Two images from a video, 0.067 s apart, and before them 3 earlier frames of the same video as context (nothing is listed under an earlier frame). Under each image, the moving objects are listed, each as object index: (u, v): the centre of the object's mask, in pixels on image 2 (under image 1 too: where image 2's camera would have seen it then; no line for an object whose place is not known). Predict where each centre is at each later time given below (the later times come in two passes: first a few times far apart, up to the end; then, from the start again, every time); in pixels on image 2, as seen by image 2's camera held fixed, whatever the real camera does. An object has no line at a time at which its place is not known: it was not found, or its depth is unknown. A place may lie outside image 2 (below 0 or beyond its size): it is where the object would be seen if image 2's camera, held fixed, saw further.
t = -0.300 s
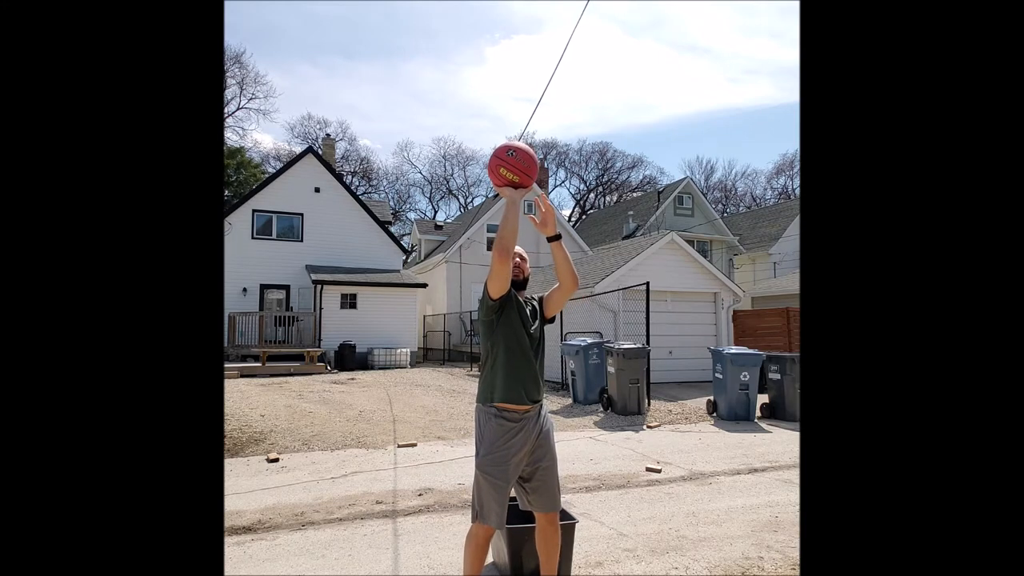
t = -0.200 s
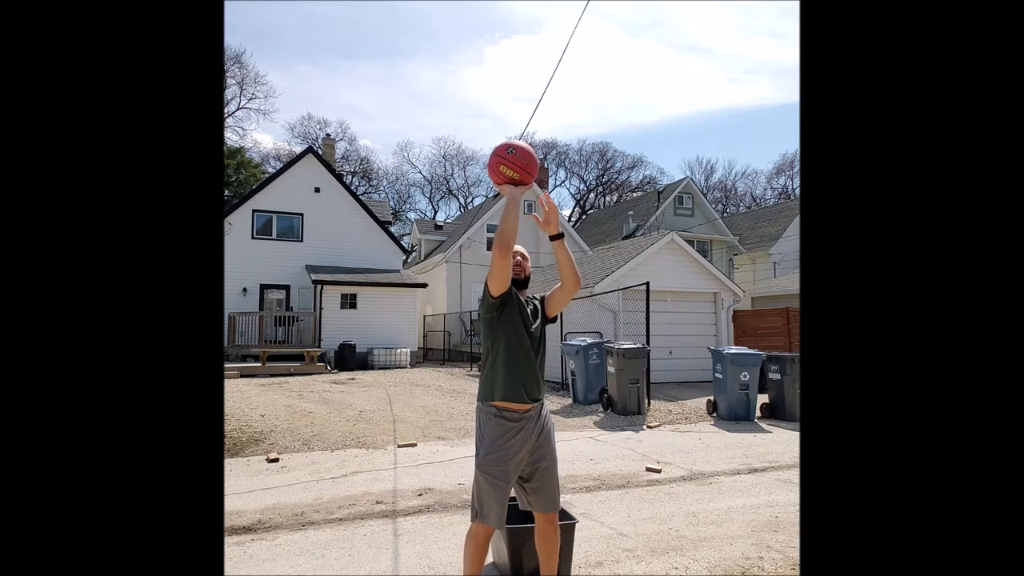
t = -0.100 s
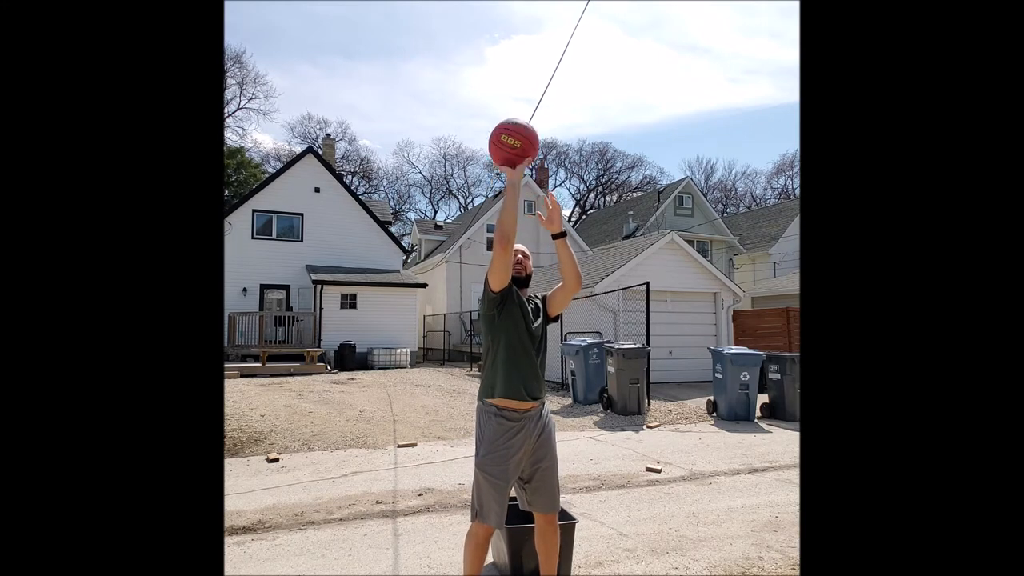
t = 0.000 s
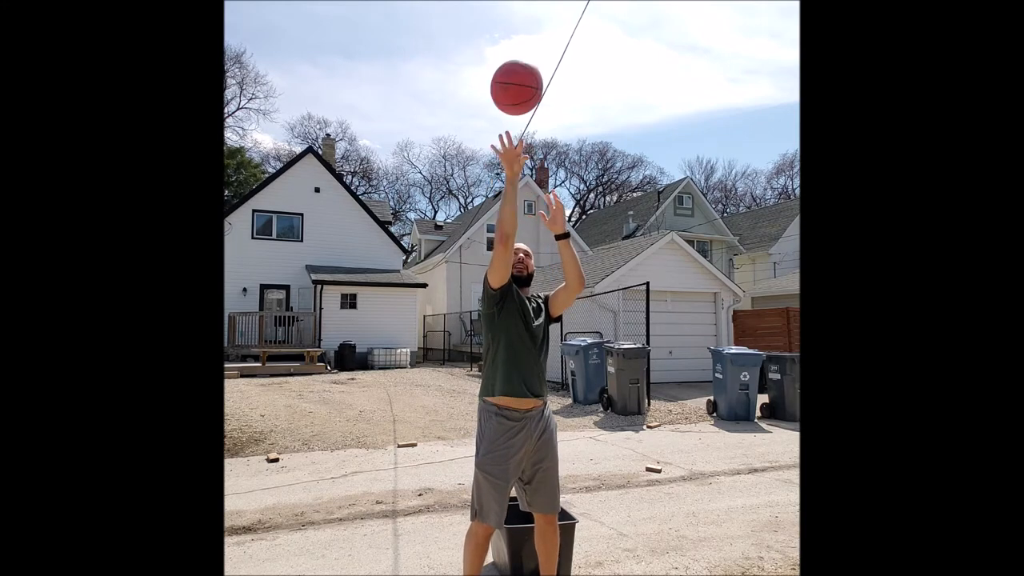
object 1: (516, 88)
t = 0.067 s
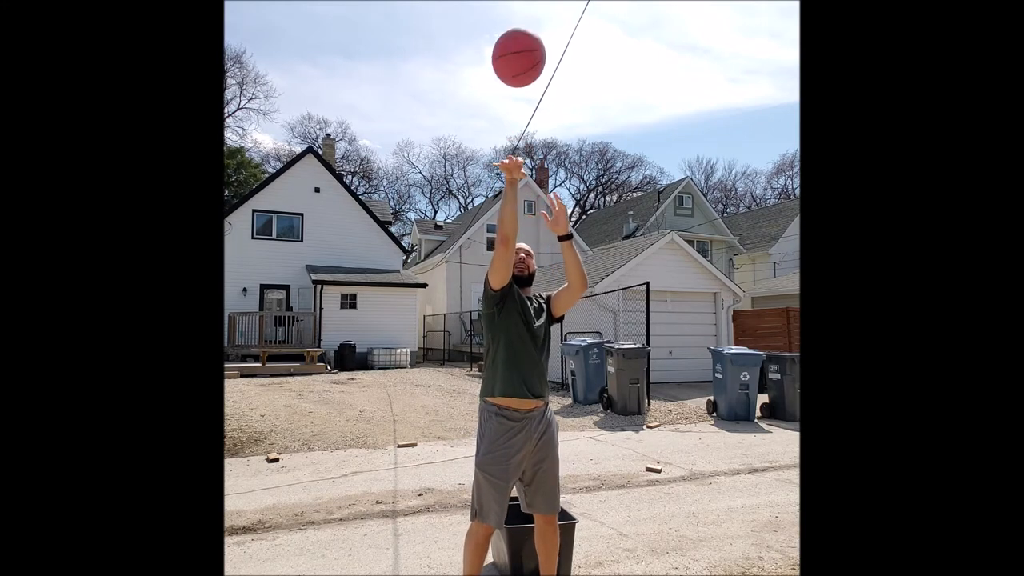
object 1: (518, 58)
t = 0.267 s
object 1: (525, 27)
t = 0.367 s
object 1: (529, 46)
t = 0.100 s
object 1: (520, 46)
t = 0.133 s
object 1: (520, 37)
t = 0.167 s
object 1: (522, 30)
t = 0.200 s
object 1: (523, 27)
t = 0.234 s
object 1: (524, 26)
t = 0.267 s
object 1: (525, 27)
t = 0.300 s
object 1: (526, 30)
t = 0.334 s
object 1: (528, 36)
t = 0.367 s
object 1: (529, 46)
